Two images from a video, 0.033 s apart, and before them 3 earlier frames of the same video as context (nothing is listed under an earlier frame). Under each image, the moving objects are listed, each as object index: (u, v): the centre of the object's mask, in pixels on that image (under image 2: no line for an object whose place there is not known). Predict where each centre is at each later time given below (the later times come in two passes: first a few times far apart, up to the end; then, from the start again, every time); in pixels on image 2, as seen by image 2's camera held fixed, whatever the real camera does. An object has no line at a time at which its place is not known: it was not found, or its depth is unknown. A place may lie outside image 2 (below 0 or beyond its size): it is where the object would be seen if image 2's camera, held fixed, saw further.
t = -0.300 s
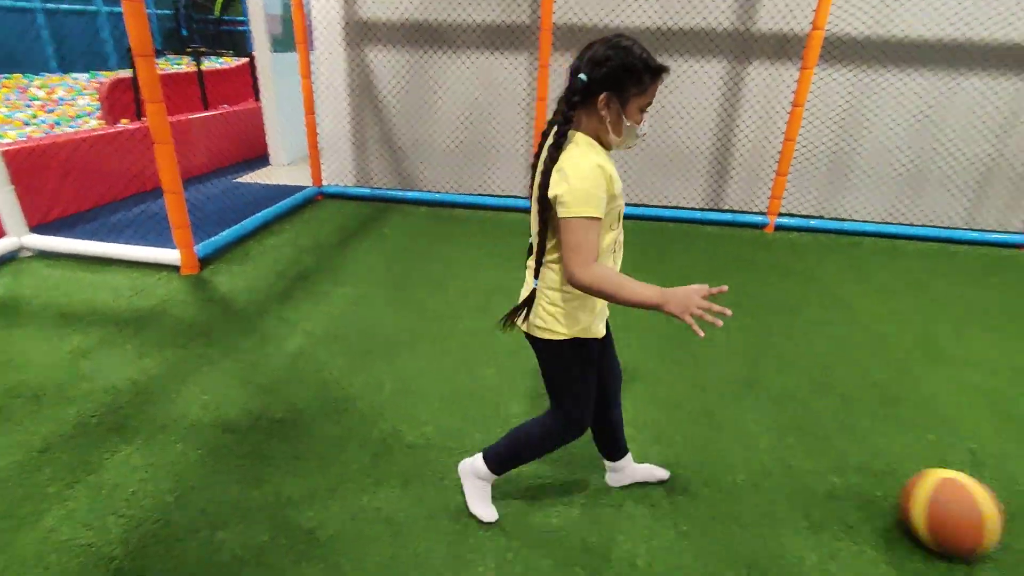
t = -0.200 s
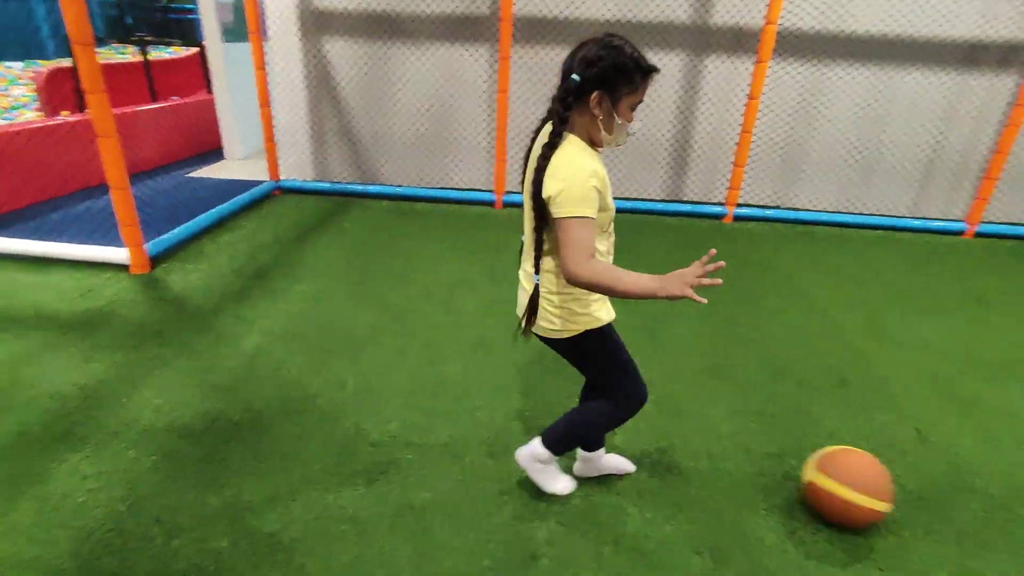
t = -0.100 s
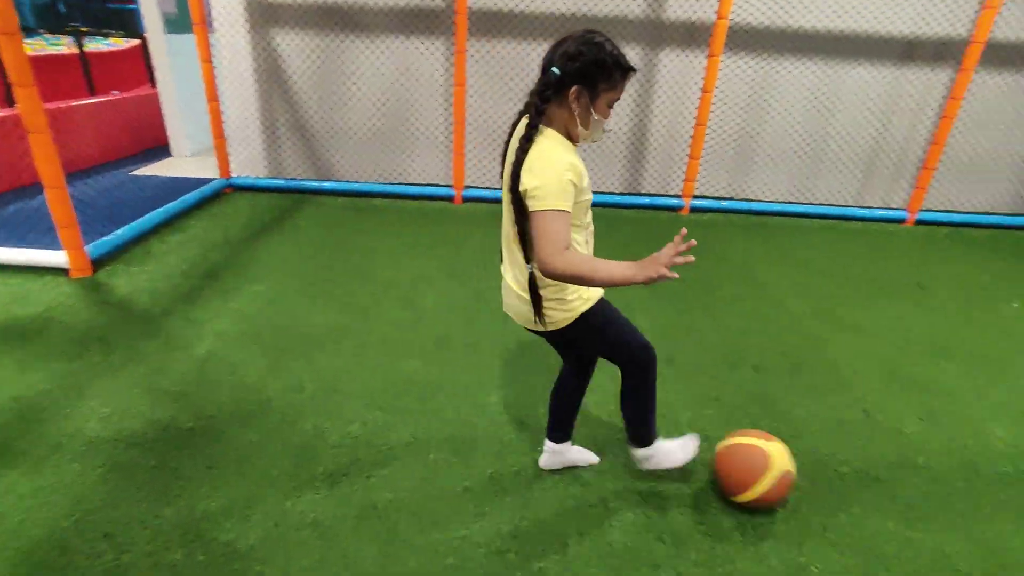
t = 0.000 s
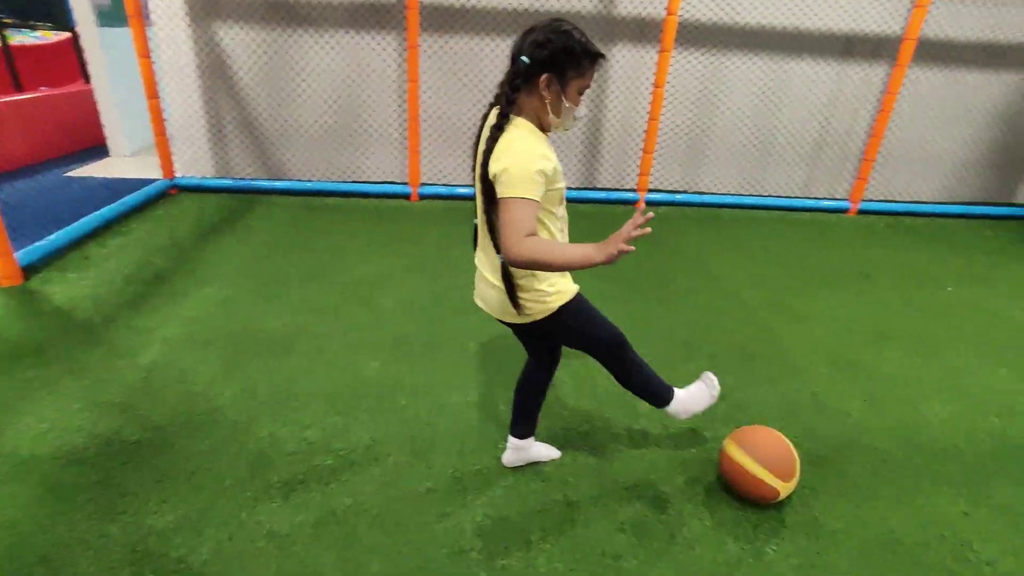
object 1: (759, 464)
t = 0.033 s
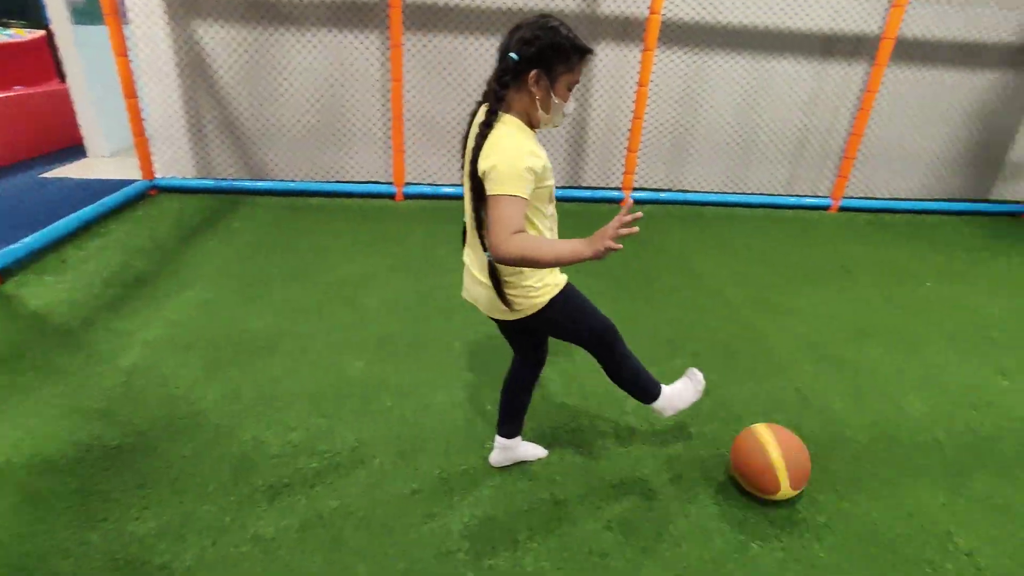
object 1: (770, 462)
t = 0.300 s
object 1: (970, 477)
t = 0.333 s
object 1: (994, 478)
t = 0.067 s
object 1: (796, 462)
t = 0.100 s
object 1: (821, 465)
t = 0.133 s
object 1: (846, 467)
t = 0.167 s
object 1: (871, 468)
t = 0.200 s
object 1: (895, 471)
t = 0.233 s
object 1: (920, 473)
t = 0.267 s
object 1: (945, 474)
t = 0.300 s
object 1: (970, 477)
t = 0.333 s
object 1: (994, 478)
